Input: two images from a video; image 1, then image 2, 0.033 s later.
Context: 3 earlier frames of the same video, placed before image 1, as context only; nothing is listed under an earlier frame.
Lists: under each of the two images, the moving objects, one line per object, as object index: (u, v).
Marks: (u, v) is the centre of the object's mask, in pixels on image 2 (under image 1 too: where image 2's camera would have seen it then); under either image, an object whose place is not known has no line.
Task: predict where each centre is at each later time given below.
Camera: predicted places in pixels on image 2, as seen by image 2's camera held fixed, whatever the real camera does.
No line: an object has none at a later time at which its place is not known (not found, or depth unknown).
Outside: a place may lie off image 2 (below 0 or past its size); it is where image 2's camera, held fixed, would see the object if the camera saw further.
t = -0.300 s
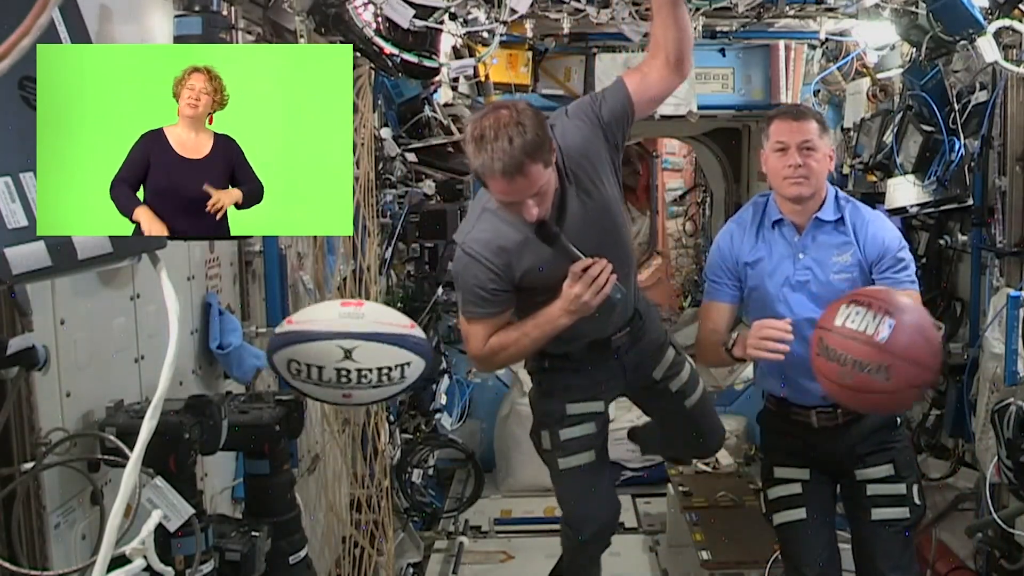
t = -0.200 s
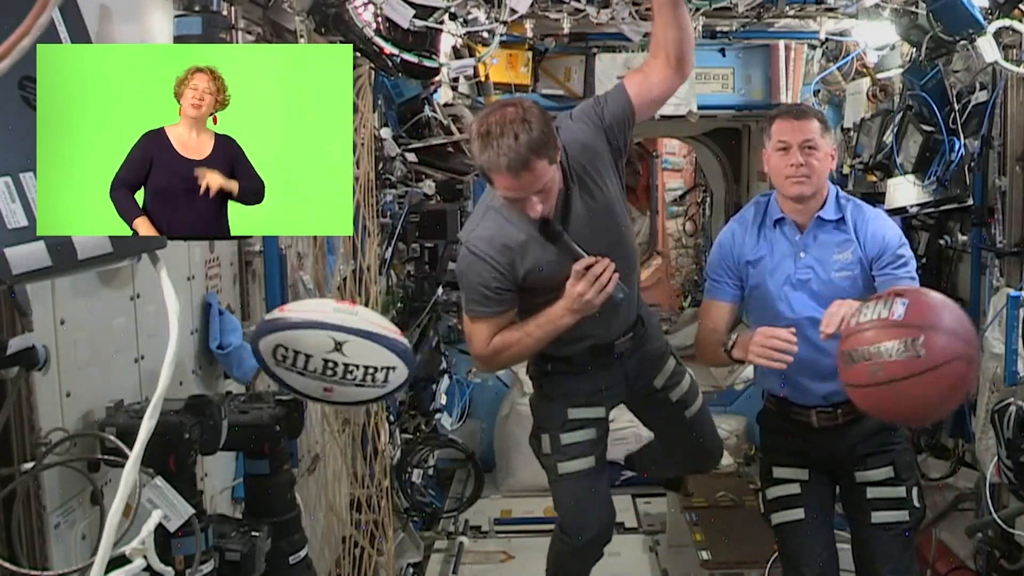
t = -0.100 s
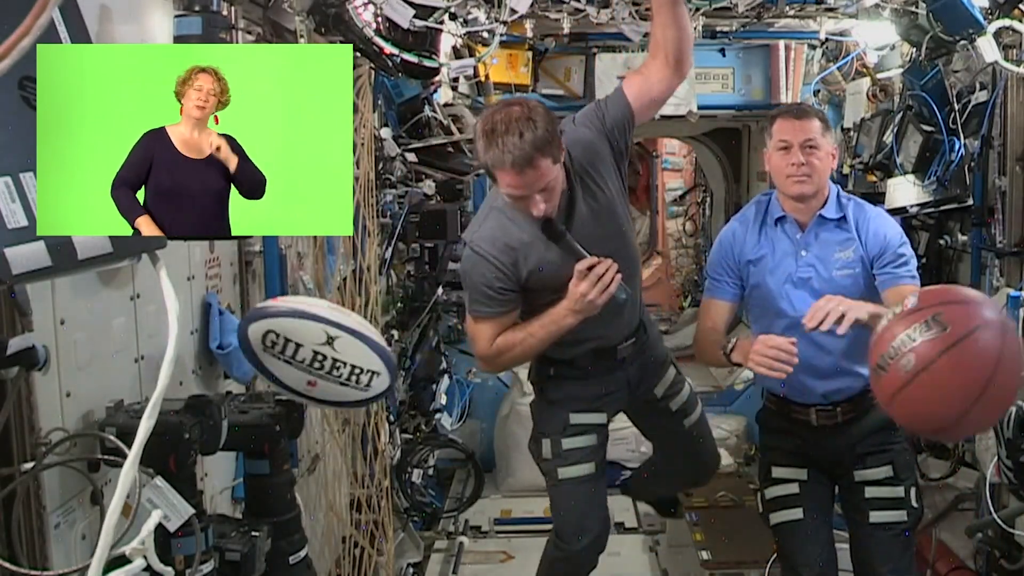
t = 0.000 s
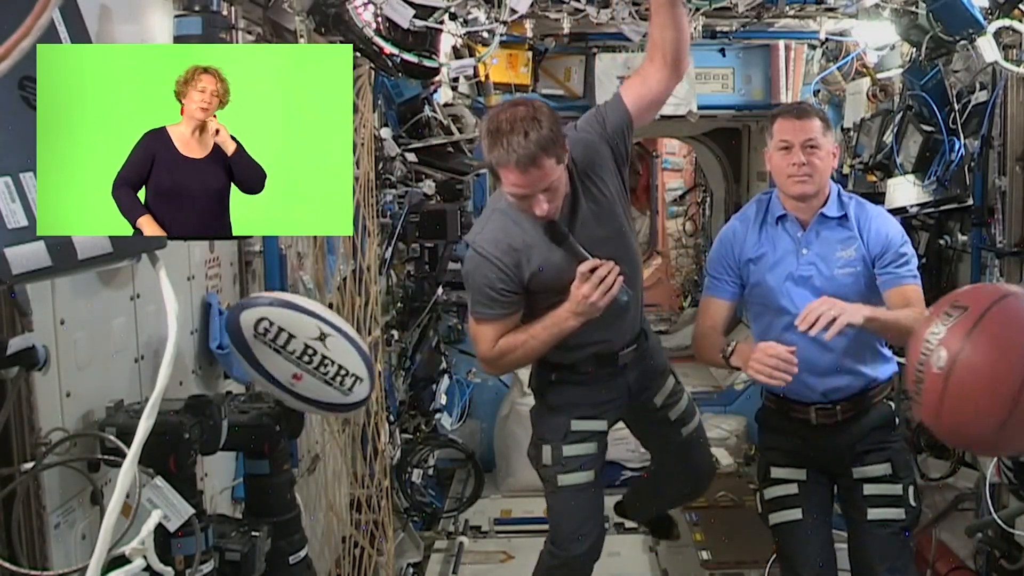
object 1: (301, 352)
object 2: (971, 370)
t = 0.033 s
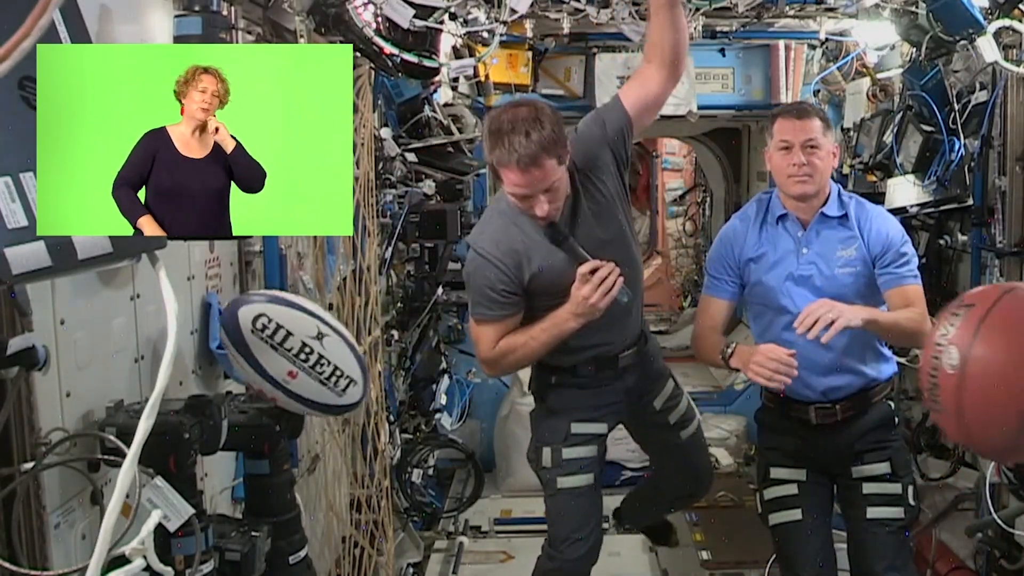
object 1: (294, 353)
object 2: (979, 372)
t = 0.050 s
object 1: (291, 353)
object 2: (982, 373)
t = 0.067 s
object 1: (289, 354)
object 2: (986, 374)
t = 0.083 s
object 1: (286, 354)
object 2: (989, 375)
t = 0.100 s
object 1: (283, 354)
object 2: (993, 375)
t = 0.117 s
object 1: (281, 354)
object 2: (997, 377)
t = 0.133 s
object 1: (279, 353)
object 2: (1001, 380)
